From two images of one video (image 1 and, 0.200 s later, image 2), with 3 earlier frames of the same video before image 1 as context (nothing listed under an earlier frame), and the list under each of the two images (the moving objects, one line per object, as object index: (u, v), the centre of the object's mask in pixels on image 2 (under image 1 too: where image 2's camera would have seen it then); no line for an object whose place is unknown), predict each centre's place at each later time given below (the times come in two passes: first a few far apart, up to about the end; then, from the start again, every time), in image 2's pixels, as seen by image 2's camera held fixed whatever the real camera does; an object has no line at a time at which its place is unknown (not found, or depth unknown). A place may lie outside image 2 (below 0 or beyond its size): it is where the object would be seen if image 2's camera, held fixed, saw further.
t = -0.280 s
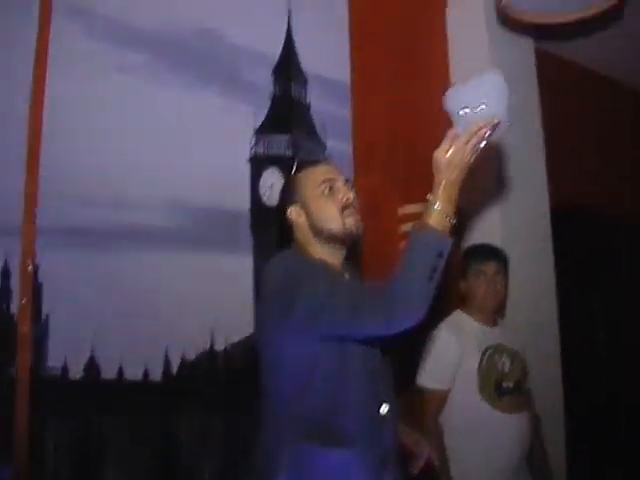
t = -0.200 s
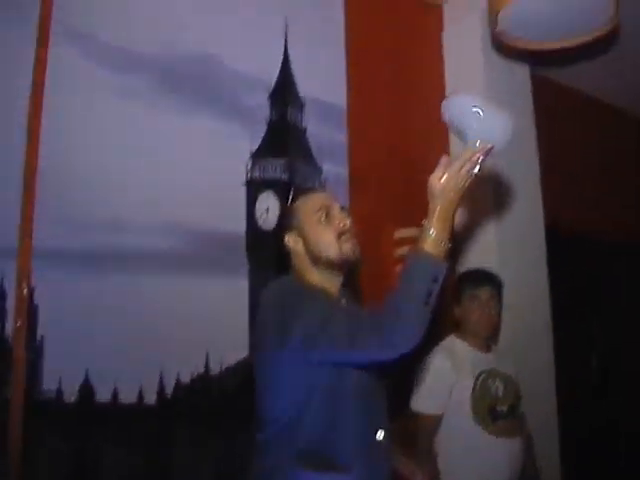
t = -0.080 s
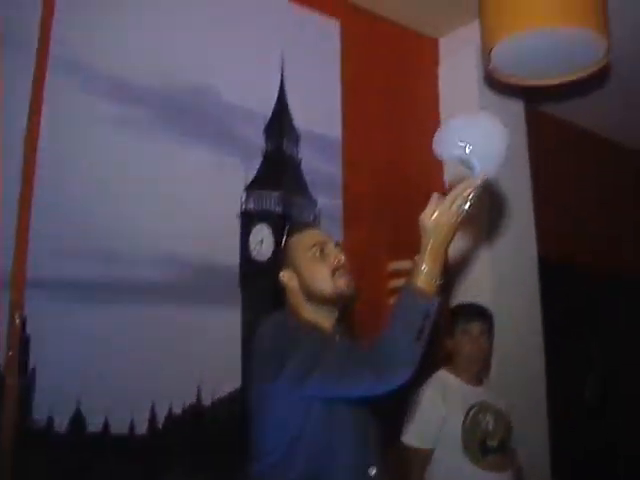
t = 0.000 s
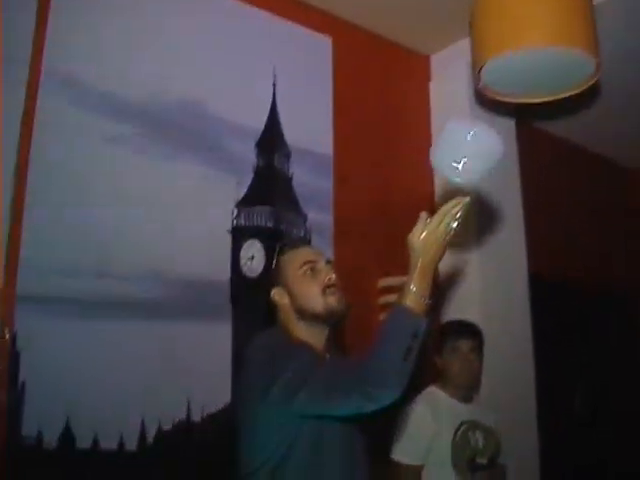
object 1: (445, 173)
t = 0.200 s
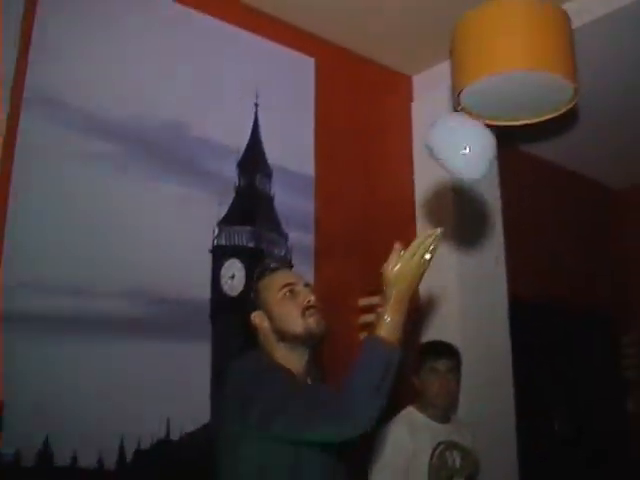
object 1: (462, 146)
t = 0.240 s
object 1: (462, 142)
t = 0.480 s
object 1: (492, 126)
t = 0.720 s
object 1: (577, 112)
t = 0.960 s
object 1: (673, 104)
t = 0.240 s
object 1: (462, 142)
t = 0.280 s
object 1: (465, 136)
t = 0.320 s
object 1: (467, 130)
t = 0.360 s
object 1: (473, 130)
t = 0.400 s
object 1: (478, 133)
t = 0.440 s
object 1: (485, 128)
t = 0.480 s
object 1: (492, 126)
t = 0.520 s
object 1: (501, 124)
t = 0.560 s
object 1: (515, 122)
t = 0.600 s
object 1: (528, 120)
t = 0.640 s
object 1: (541, 119)
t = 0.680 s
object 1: (556, 113)
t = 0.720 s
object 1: (577, 112)
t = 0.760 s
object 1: (595, 109)
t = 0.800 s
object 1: (611, 106)
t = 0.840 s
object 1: (625, 105)
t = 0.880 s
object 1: (642, 104)
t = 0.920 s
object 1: (658, 103)
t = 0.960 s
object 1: (673, 104)
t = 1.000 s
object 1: (686, 105)
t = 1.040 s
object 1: (700, 108)
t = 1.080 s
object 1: (714, 109)
